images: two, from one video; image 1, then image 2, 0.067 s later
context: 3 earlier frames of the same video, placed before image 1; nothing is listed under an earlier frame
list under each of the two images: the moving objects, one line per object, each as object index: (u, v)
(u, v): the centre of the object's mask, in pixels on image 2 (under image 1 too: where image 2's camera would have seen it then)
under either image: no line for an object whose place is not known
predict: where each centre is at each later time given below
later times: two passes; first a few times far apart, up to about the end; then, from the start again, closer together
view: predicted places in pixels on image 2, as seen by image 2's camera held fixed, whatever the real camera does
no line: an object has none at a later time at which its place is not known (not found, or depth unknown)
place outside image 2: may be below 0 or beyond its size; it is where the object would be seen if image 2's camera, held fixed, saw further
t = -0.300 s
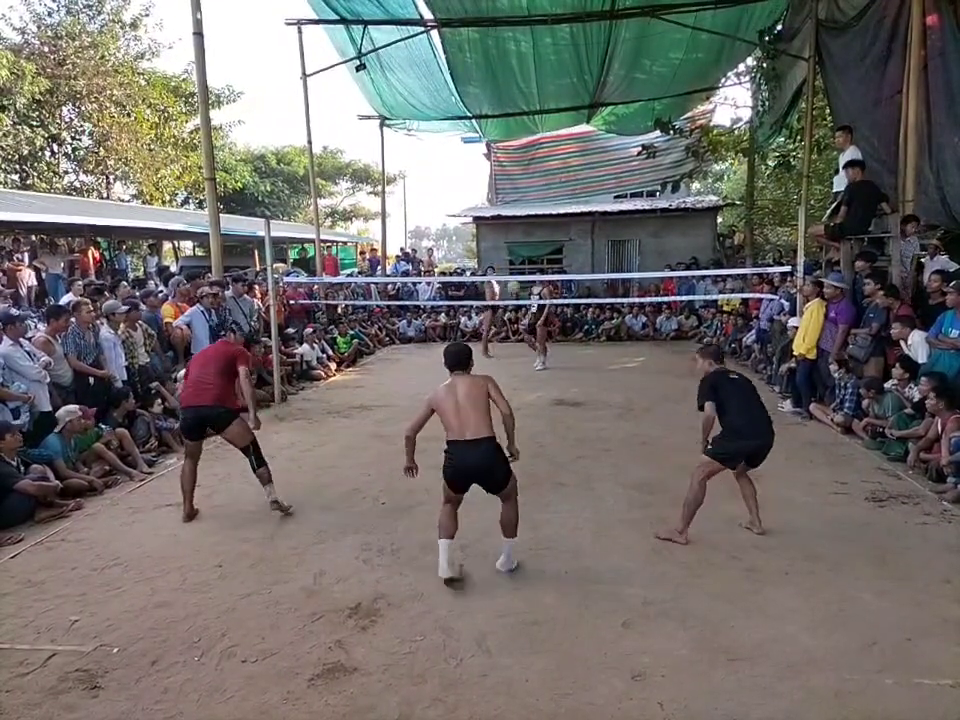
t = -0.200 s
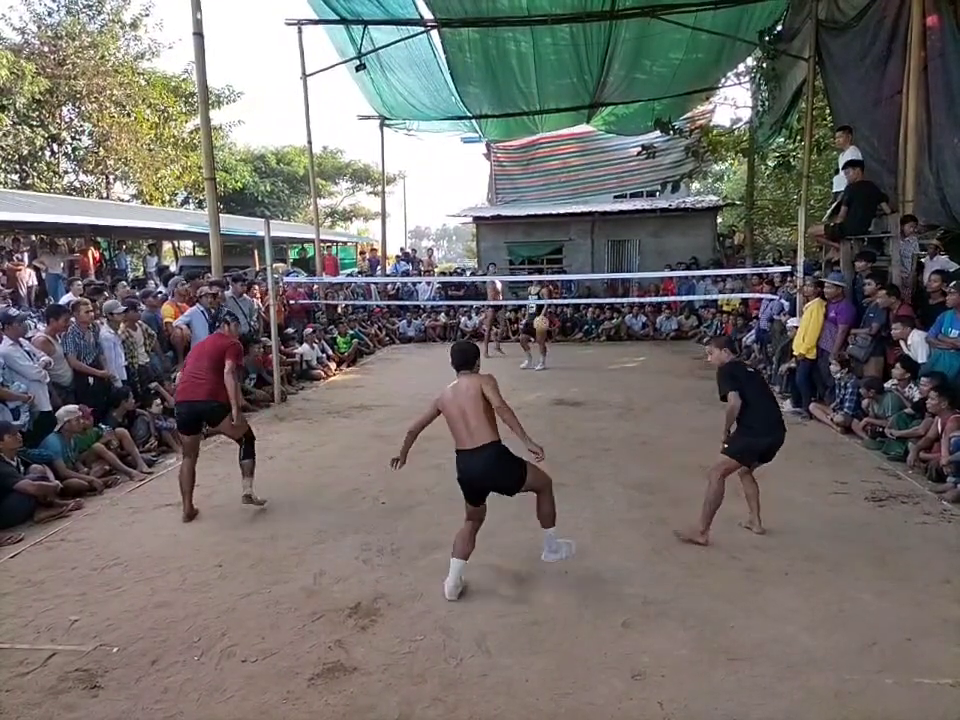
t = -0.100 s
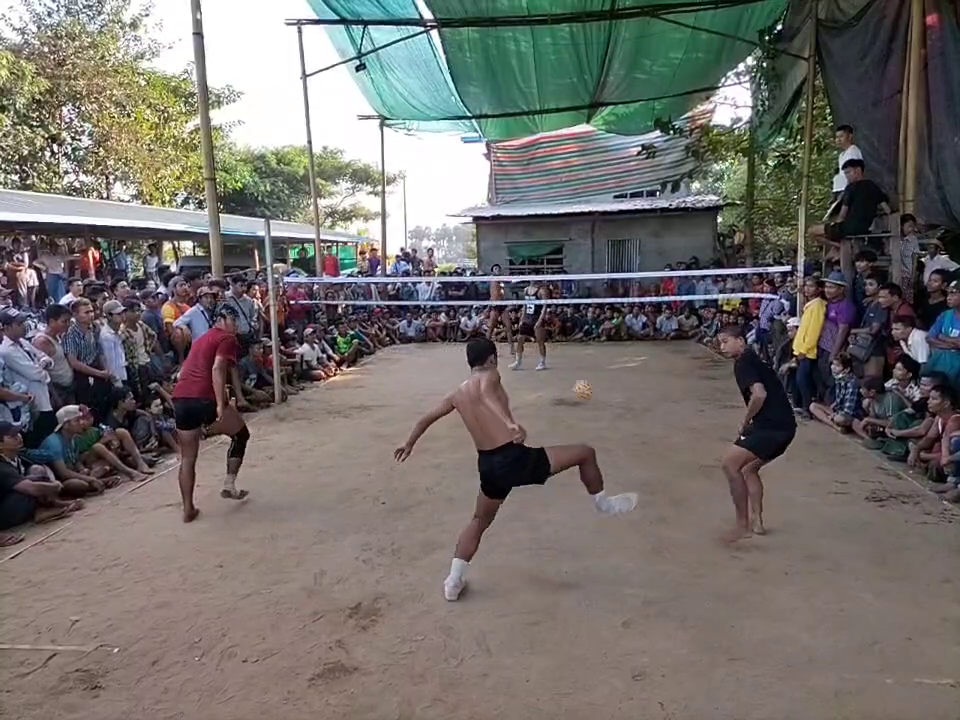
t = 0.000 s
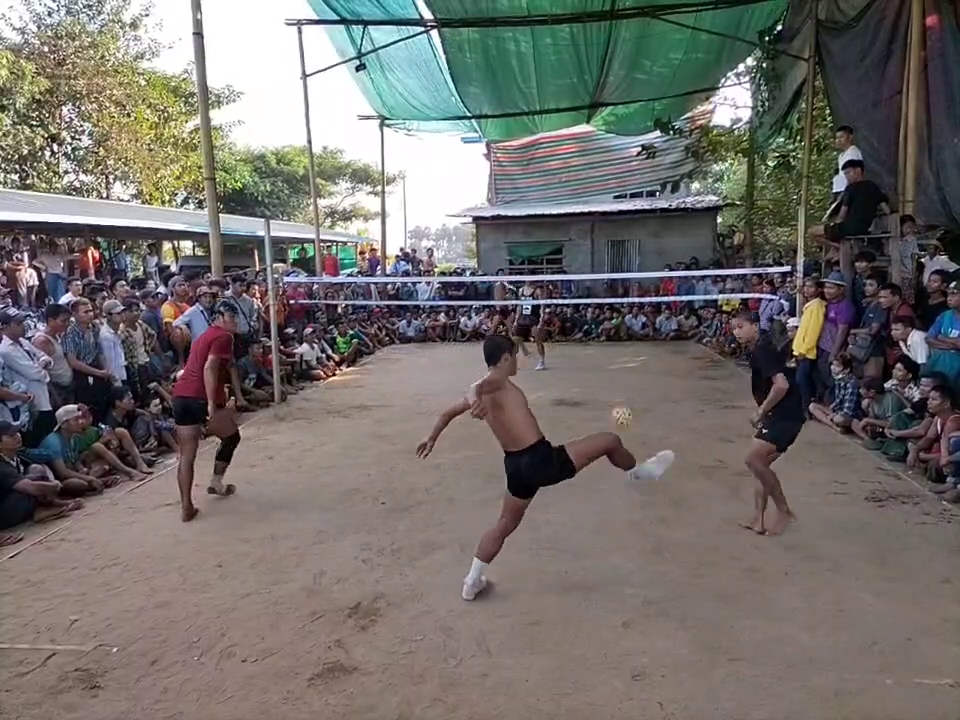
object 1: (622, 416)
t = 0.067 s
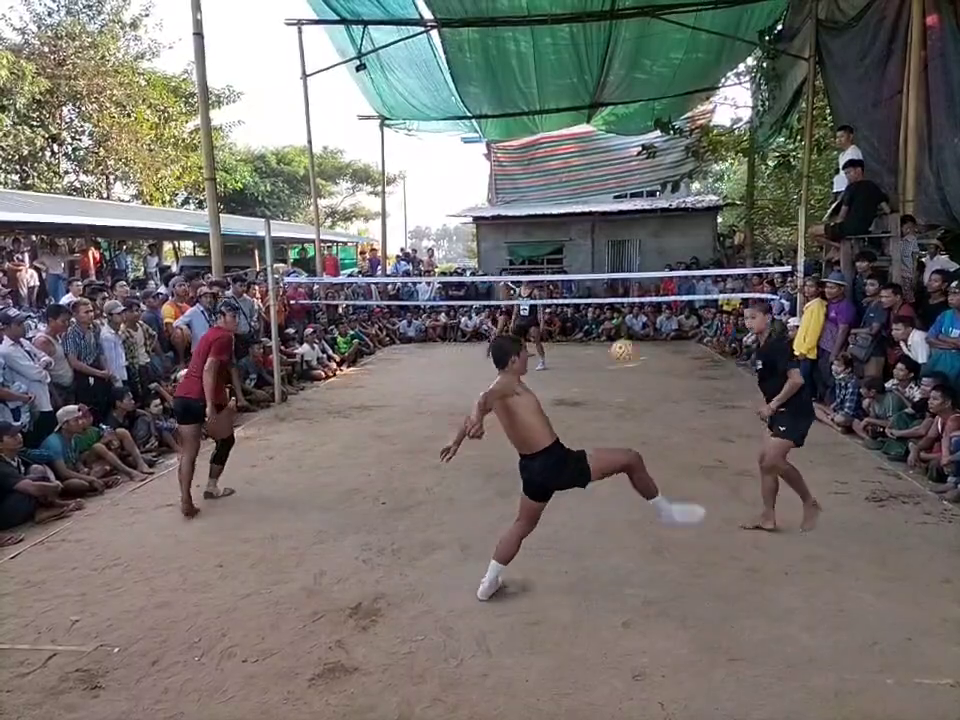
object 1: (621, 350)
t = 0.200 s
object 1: (625, 234)
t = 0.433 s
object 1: (628, 92)
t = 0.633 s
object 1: (630, 43)
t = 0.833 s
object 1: (631, 69)
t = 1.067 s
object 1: (630, 195)
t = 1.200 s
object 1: (630, 309)
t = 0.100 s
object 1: (623, 319)
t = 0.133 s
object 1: (624, 289)
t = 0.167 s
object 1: (625, 261)
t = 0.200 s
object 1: (625, 234)
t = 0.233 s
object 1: (626, 210)
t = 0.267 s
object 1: (627, 185)
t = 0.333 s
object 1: (629, 143)
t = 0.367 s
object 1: (628, 124)
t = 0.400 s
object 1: (628, 106)
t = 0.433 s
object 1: (628, 92)
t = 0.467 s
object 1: (628, 78)
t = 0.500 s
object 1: (629, 67)
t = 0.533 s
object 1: (629, 57)
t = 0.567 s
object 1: (630, 51)
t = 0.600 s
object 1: (630, 46)
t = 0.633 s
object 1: (630, 43)
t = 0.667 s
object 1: (630, 42)
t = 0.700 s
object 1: (630, 43)
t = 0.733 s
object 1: (631, 46)
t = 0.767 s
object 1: (631, 52)
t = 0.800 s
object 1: (631, 60)
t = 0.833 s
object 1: (631, 69)
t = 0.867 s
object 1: (631, 81)
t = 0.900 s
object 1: (631, 95)
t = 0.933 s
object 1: (631, 111)
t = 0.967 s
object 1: (631, 129)
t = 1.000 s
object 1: (631, 150)
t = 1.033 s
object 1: (632, 170)
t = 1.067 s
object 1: (630, 195)
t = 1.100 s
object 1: (630, 223)
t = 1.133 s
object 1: (631, 249)
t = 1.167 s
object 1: (630, 278)
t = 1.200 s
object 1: (630, 309)
